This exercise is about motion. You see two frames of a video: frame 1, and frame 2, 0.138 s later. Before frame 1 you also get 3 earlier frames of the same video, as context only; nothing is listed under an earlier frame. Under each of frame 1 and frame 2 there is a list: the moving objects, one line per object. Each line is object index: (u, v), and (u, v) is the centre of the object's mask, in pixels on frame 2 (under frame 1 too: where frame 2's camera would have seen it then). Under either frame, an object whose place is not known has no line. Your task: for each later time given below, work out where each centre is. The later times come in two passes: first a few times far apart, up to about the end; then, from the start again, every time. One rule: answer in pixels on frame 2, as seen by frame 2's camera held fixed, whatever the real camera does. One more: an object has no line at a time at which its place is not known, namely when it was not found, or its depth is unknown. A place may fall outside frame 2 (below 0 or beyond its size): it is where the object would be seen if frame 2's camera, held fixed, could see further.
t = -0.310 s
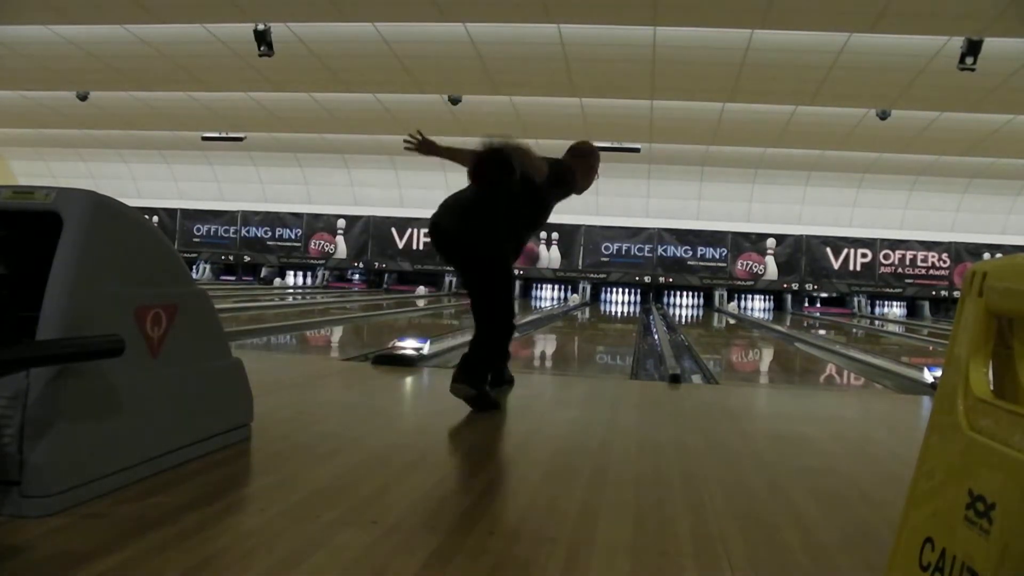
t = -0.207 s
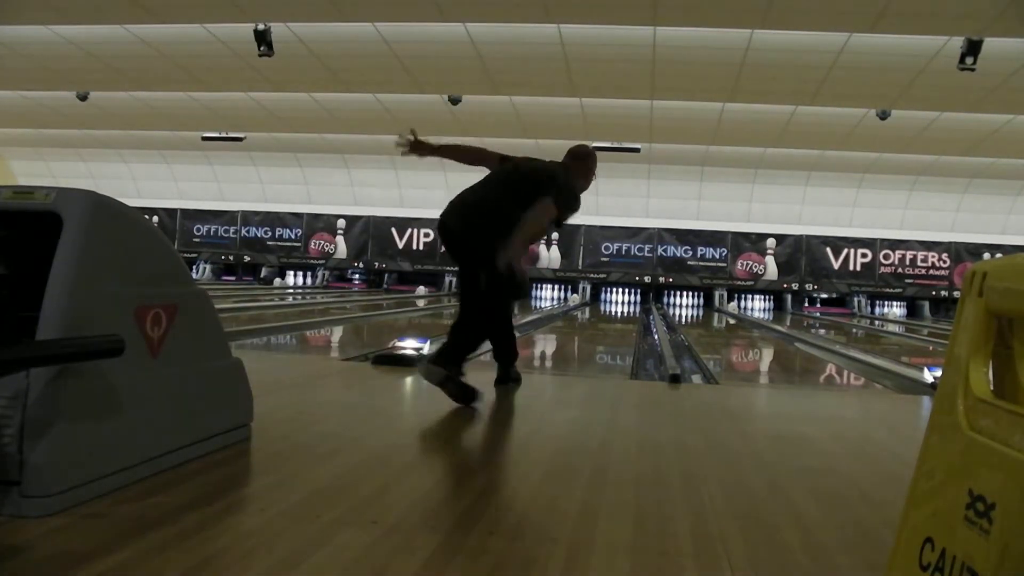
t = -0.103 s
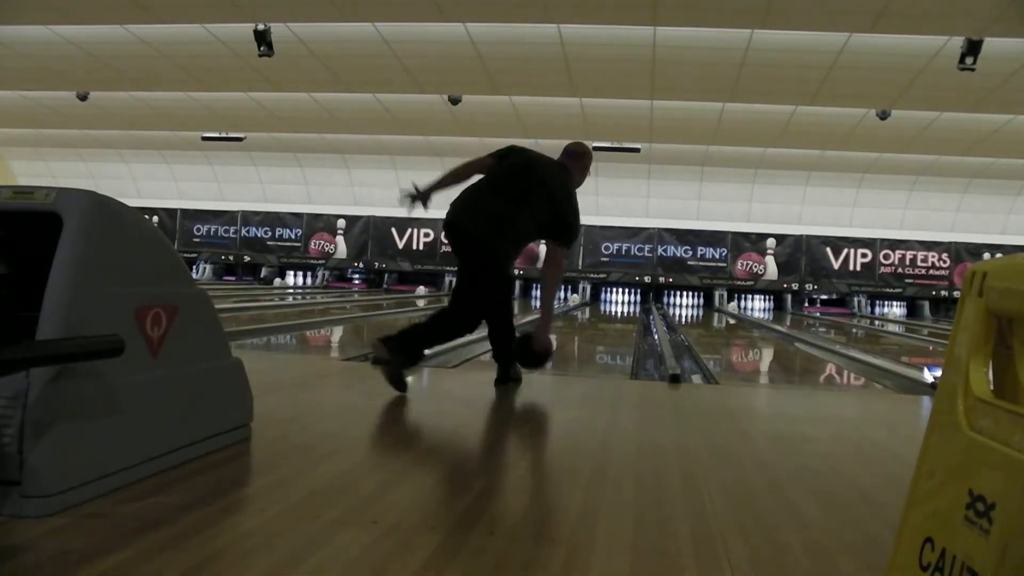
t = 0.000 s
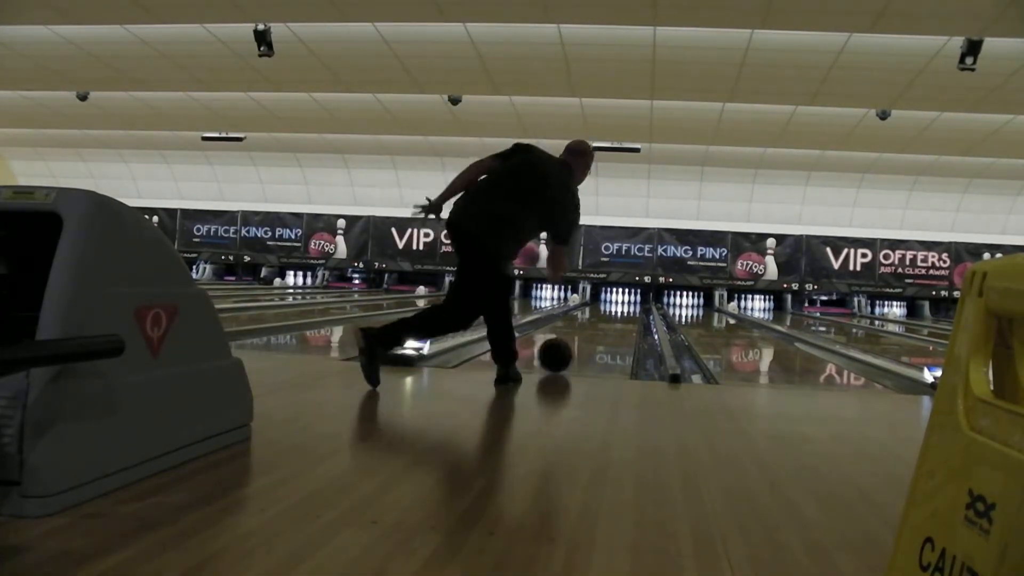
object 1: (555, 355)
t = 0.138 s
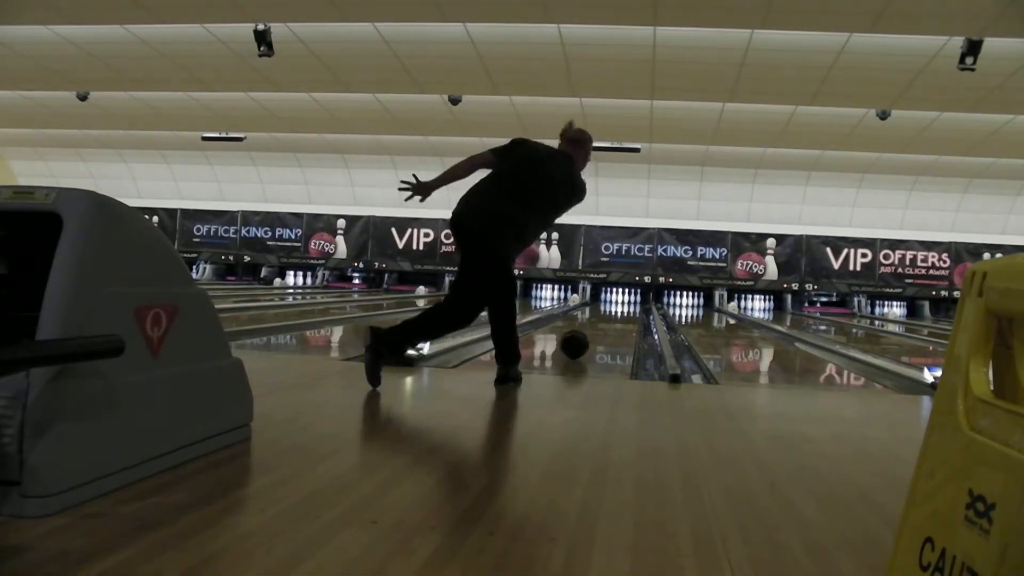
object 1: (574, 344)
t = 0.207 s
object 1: (581, 340)
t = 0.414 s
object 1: (598, 330)
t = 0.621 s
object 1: (611, 321)
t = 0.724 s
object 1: (615, 318)
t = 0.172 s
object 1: (578, 342)
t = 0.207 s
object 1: (581, 340)
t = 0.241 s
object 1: (585, 338)
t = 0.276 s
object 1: (588, 336)
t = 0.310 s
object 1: (591, 334)
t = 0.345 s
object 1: (593, 333)
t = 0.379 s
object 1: (596, 330)
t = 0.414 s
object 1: (598, 330)
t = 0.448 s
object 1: (602, 327)
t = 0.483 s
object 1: (604, 325)
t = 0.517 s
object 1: (606, 325)
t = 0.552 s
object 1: (608, 322)
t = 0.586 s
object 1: (610, 322)
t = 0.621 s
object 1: (611, 321)
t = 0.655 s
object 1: (613, 320)
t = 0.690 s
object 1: (614, 319)
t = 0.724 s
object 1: (615, 318)
